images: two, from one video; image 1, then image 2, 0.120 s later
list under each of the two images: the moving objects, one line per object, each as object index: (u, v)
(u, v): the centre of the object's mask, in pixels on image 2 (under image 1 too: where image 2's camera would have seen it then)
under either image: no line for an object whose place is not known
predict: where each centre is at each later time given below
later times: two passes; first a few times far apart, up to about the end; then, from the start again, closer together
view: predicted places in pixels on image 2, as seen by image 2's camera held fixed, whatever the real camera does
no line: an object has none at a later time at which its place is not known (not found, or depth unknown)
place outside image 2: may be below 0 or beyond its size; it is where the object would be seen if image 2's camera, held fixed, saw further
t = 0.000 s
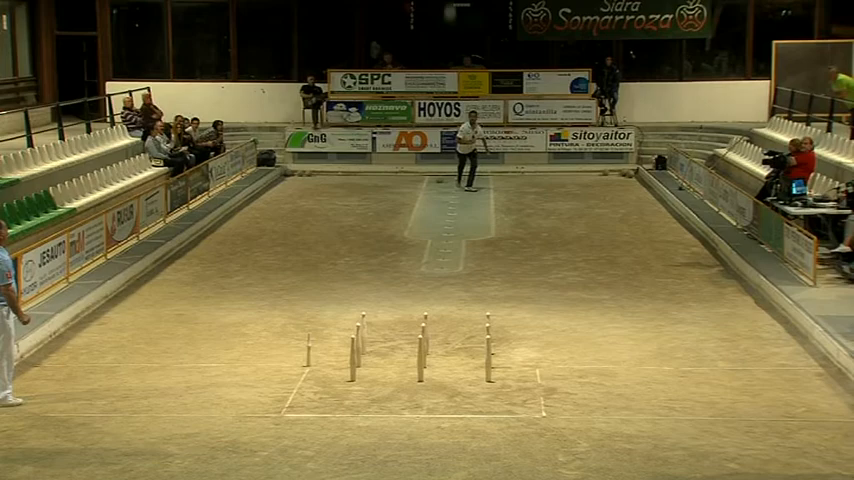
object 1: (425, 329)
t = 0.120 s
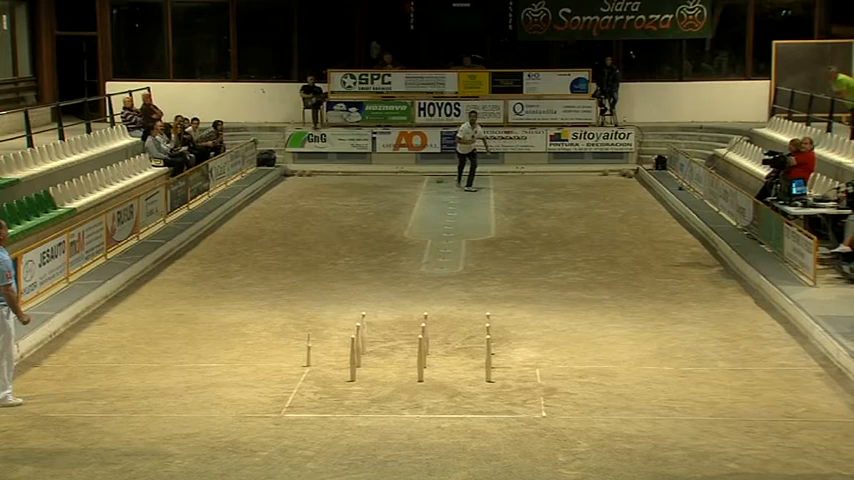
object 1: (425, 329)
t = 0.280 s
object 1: (425, 329)
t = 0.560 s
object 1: (425, 329)
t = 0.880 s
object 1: (404, 354)
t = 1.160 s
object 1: (389, 369)
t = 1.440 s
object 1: (390, 380)
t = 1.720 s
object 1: (384, 385)
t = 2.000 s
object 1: (375, 389)
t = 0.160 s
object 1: (425, 329)
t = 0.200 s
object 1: (425, 329)
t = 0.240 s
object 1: (425, 329)
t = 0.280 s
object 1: (425, 329)
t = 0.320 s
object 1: (425, 329)
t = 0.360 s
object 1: (425, 329)
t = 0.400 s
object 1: (425, 329)
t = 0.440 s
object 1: (425, 329)
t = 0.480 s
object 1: (425, 328)
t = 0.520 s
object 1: (425, 329)
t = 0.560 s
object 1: (425, 329)
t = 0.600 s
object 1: (424, 329)
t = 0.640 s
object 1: (424, 331)
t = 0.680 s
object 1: (424, 332)
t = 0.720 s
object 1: (423, 327)
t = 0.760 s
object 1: (420, 328)
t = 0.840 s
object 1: (408, 350)
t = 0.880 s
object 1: (404, 354)
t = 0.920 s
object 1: (401, 360)
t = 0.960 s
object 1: (400, 365)
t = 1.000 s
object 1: (391, 371)
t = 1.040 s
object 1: (390, 369)
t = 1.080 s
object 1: (390, 368)
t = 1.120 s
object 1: (390, 368)
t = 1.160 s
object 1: (389, 369)
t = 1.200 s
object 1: (389, 372)
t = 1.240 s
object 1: (389, 375)
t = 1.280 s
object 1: (390, 376)
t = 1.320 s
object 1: (390, 376)
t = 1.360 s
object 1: (390, 377)
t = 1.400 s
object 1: (390, 379)
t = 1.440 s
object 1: (390, 380)
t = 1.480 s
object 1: (390, 381)
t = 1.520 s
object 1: (388, 382)
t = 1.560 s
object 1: (388, 382)
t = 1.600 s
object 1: (389, 383)
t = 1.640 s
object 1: (386, 384)
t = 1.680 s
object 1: (385, 385)
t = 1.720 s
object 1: (384, 385)
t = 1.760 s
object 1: (382, 386)
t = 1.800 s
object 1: (381, 387)
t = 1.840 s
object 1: (381, 387)
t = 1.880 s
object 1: (379, 388)
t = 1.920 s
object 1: (378, 388)
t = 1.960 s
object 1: (377, 388)
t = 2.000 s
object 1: (375, 389)
